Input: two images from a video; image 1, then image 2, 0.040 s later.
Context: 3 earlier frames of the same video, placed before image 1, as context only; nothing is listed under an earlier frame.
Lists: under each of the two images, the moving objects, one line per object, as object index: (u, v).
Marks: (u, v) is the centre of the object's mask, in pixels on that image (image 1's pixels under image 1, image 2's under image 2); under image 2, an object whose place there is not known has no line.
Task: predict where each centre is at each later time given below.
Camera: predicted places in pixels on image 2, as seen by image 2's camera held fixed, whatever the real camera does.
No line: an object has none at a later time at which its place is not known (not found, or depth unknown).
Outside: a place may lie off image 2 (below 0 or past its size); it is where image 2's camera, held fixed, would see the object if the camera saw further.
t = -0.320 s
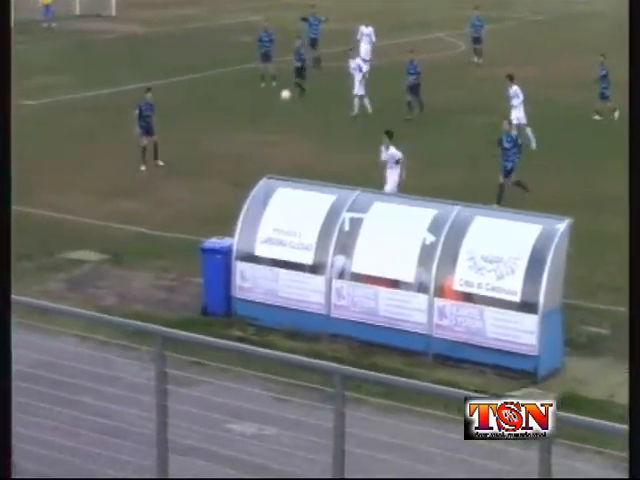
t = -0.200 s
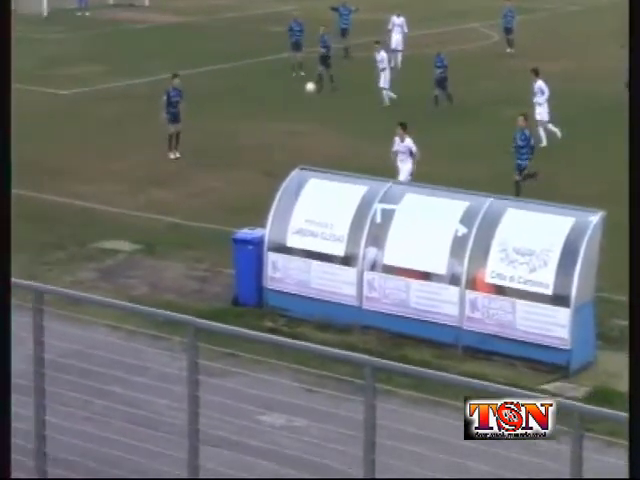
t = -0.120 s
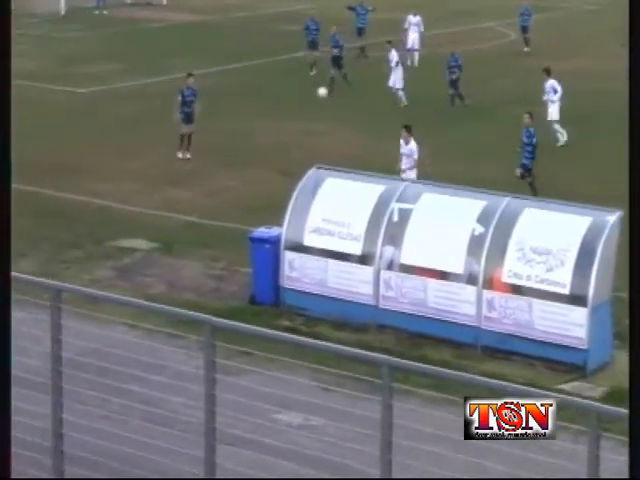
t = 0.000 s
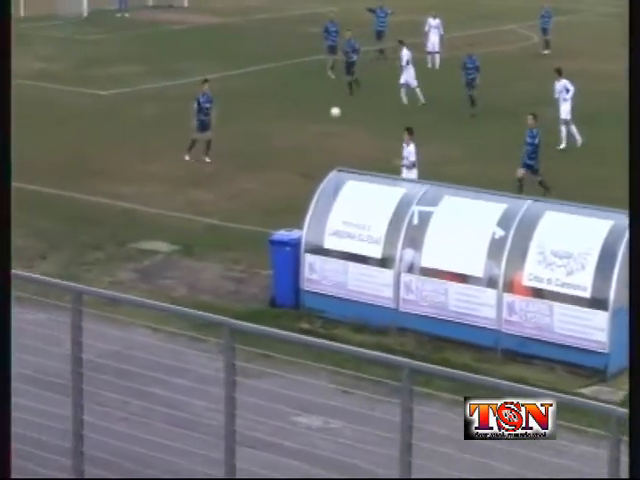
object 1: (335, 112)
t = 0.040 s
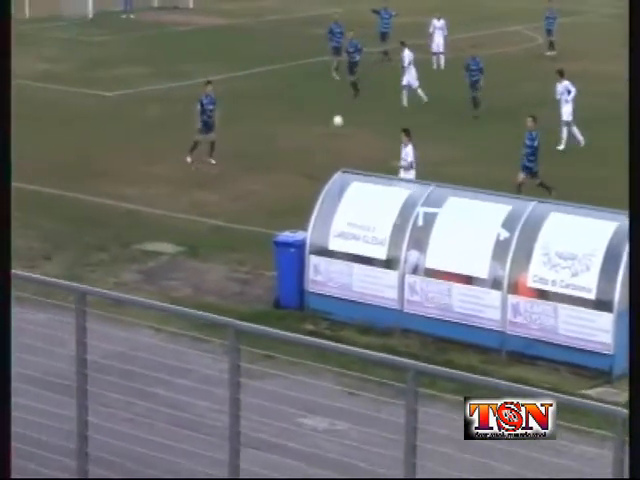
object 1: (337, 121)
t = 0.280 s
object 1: (320, 187)
